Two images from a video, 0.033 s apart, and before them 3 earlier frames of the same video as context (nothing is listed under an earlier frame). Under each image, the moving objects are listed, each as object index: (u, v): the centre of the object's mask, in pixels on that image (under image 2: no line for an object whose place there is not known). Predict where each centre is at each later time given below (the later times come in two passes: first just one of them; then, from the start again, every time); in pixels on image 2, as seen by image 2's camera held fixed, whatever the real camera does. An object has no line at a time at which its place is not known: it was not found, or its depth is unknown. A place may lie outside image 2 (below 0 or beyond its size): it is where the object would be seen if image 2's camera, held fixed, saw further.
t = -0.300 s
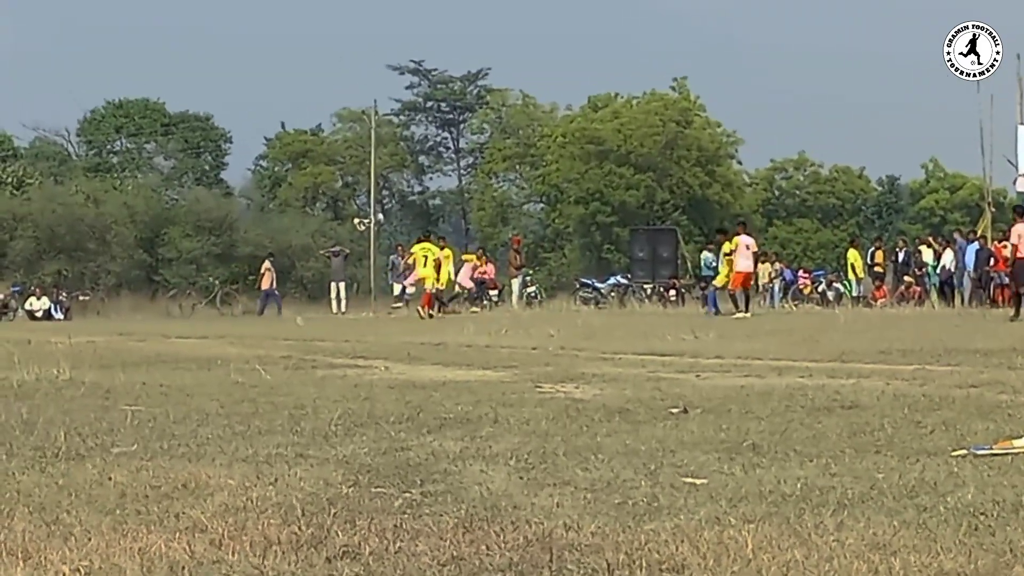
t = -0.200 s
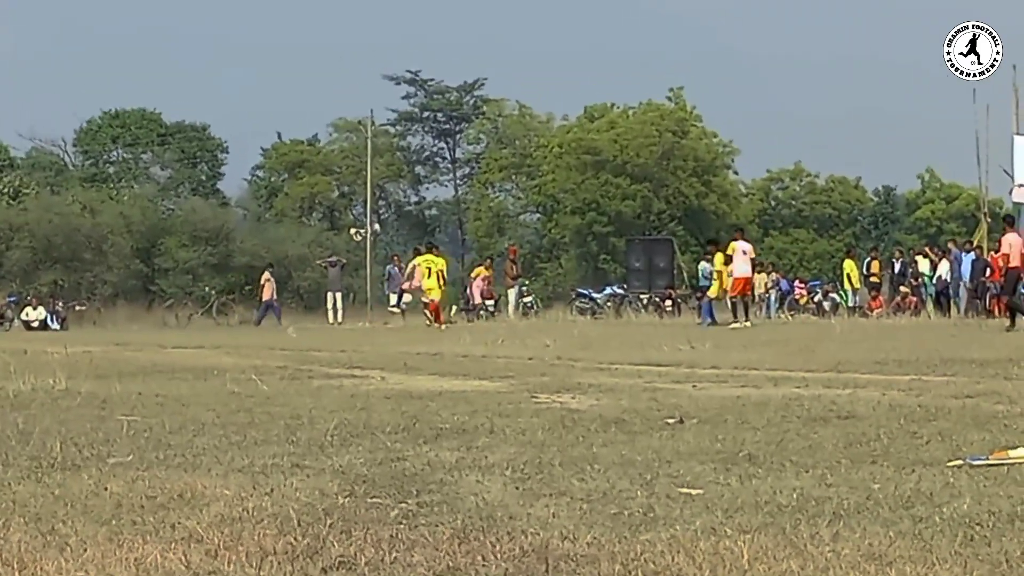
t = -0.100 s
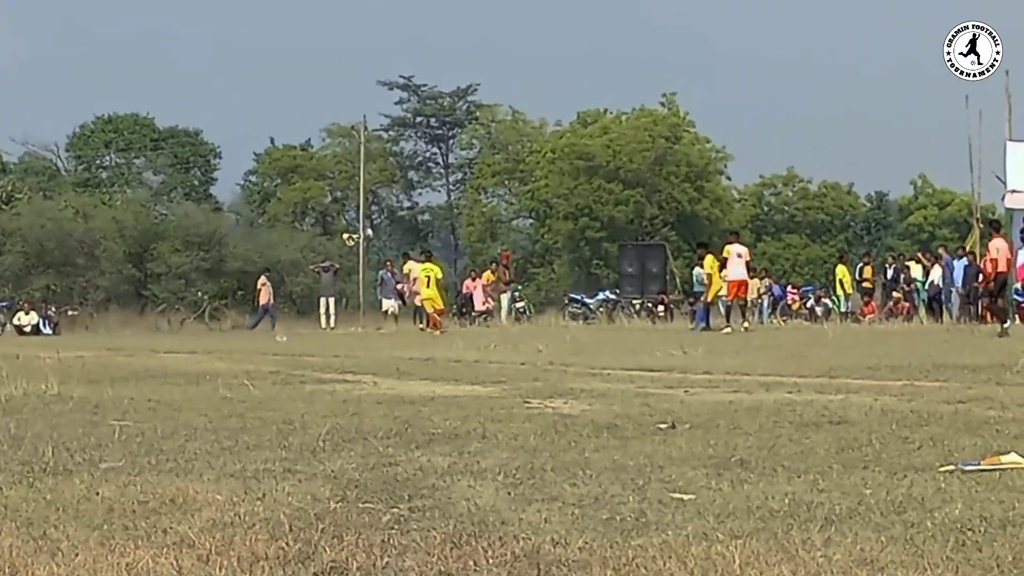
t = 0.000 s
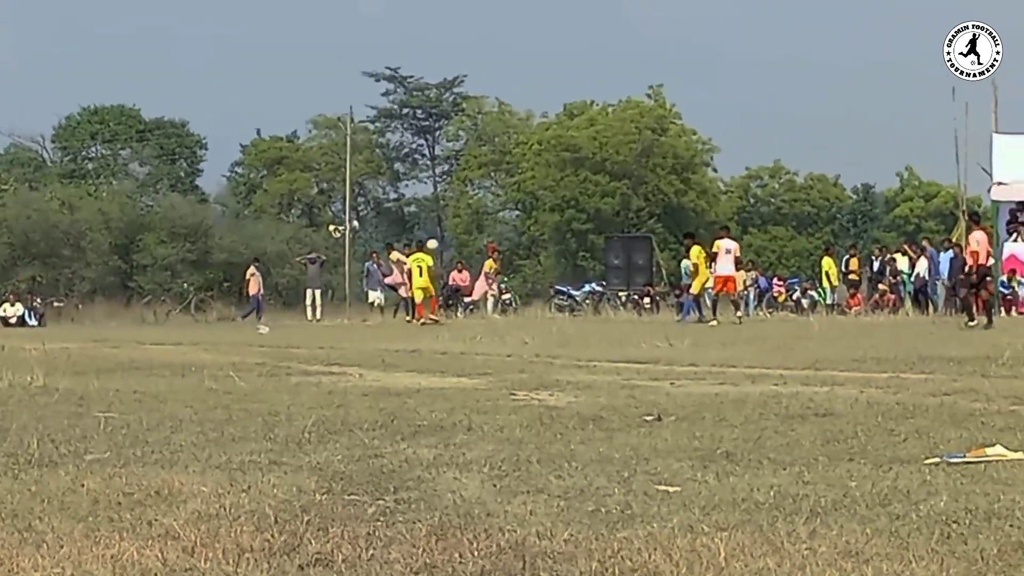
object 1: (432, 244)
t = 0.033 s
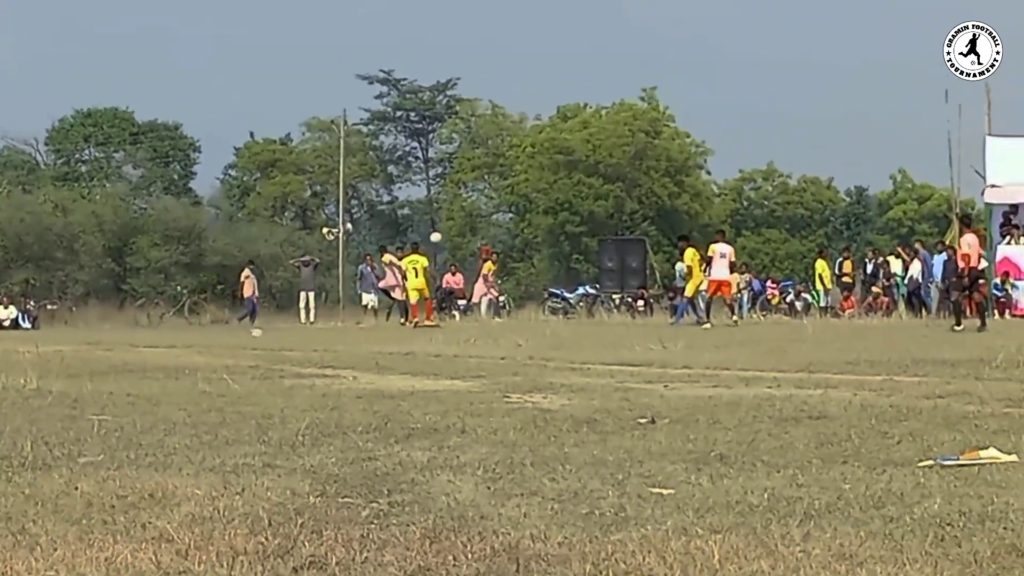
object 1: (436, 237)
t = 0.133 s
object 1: (456, 205)
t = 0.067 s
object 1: (445, 225)
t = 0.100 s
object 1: (451, 216)
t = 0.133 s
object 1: (456, 205)
